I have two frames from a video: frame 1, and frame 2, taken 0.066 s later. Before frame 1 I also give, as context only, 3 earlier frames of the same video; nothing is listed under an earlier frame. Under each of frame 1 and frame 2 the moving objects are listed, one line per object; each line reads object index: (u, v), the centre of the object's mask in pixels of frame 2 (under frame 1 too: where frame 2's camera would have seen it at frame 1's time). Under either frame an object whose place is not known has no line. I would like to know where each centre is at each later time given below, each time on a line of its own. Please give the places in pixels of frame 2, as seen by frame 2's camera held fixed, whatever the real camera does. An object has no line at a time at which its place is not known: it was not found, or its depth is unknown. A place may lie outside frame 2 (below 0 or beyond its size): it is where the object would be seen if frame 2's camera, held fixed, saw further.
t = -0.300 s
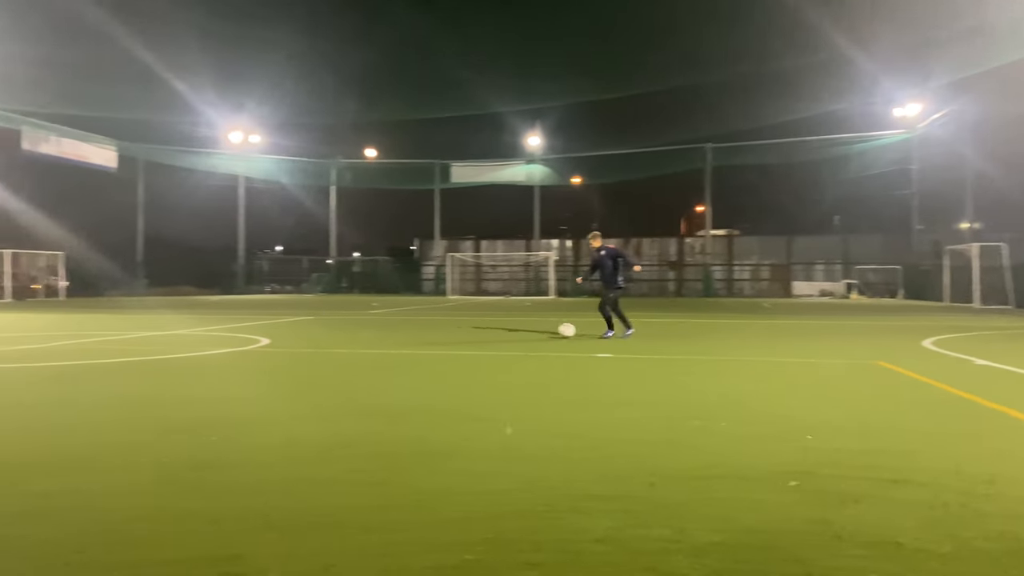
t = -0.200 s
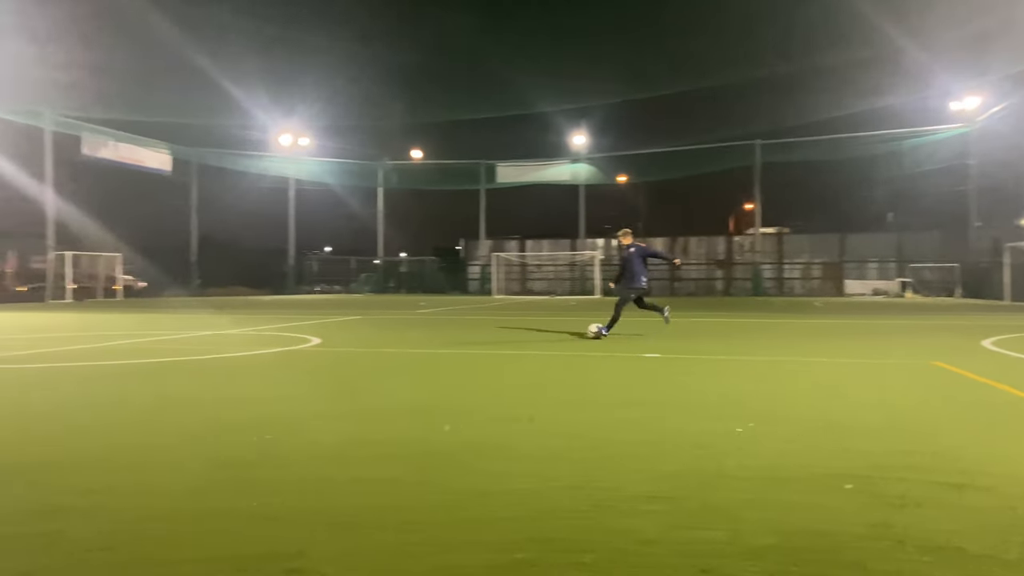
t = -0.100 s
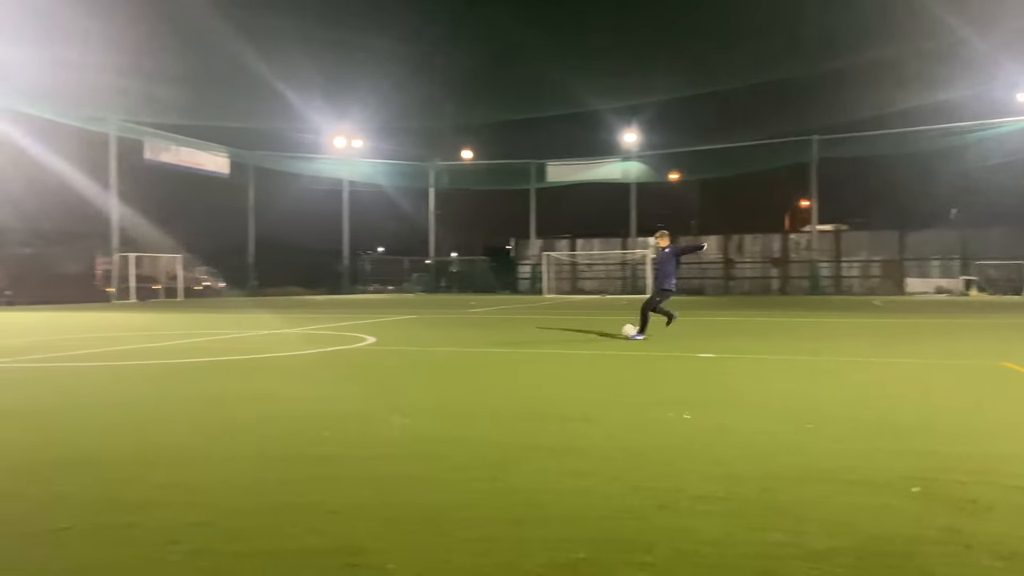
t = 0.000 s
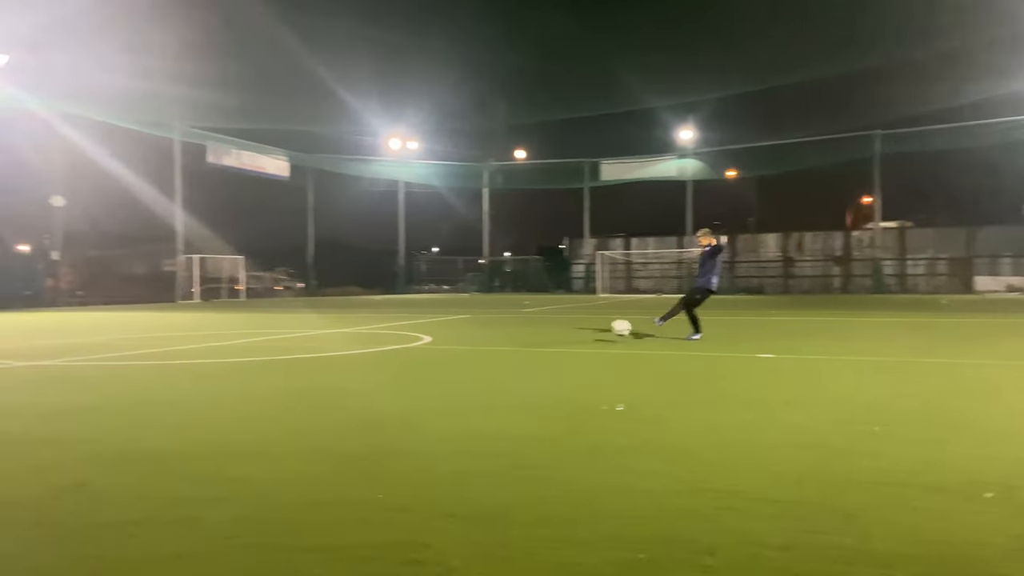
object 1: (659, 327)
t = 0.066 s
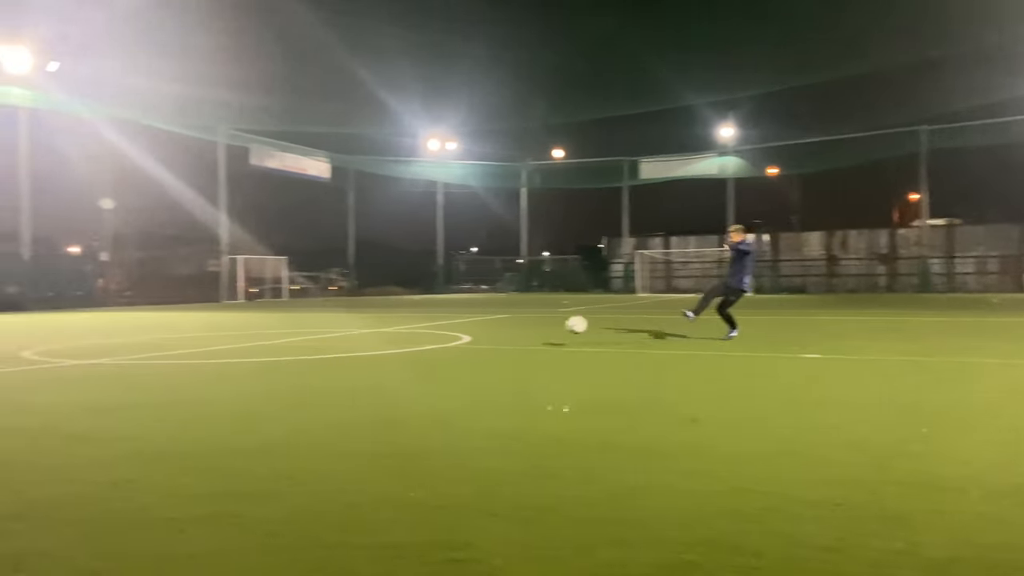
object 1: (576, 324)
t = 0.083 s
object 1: (554, 325)
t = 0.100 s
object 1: (532, 325)
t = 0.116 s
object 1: (509, 326)
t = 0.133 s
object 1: (486, 326)
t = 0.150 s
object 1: (462, 328)
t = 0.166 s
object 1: (437, 330)
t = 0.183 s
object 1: (411, 331)
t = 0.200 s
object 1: (383, 334)
